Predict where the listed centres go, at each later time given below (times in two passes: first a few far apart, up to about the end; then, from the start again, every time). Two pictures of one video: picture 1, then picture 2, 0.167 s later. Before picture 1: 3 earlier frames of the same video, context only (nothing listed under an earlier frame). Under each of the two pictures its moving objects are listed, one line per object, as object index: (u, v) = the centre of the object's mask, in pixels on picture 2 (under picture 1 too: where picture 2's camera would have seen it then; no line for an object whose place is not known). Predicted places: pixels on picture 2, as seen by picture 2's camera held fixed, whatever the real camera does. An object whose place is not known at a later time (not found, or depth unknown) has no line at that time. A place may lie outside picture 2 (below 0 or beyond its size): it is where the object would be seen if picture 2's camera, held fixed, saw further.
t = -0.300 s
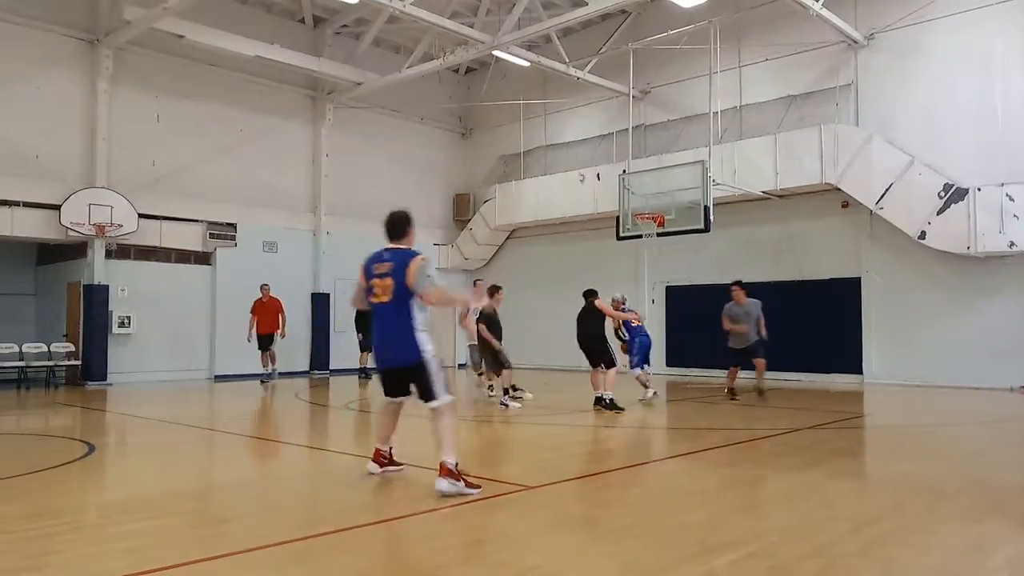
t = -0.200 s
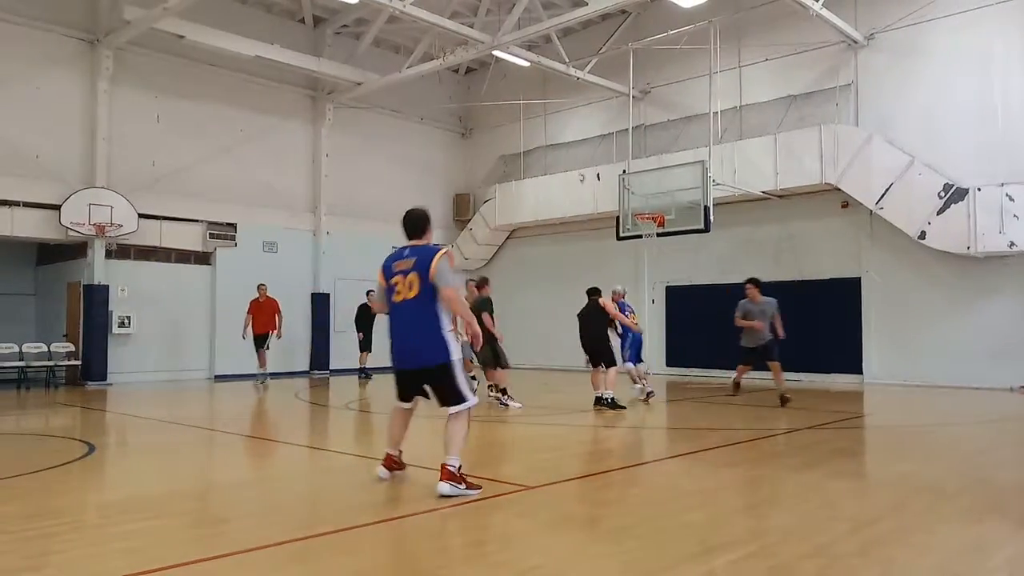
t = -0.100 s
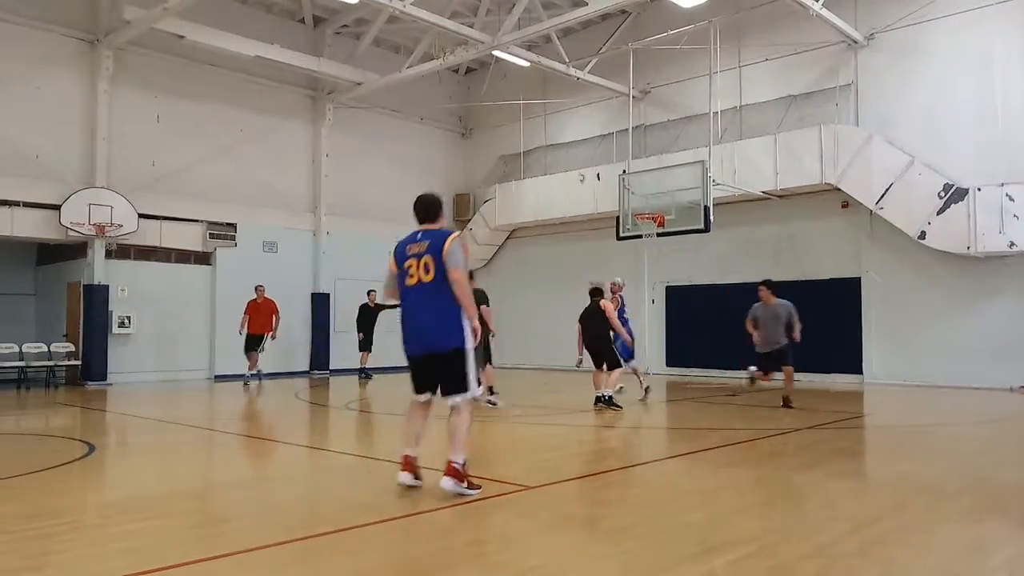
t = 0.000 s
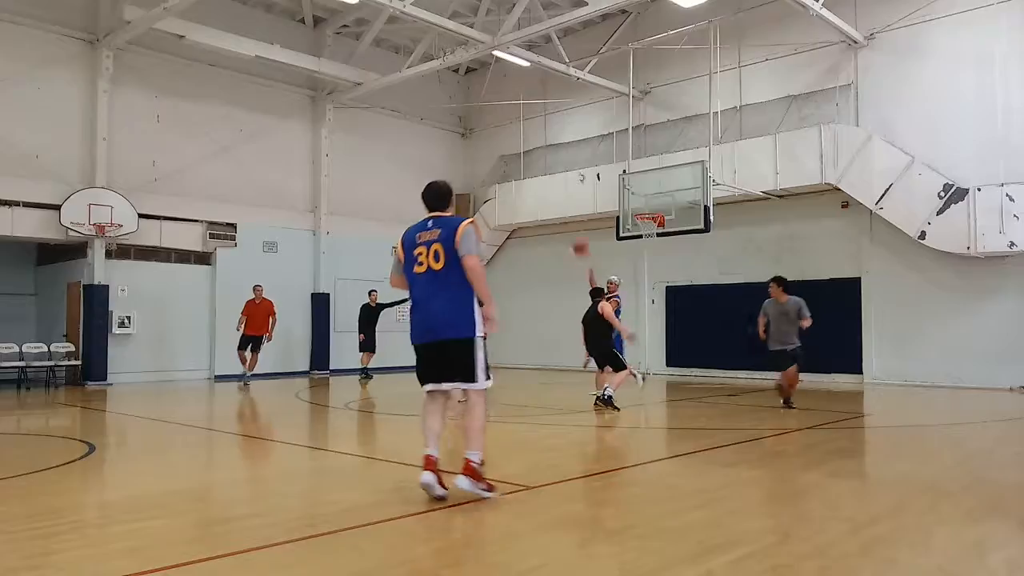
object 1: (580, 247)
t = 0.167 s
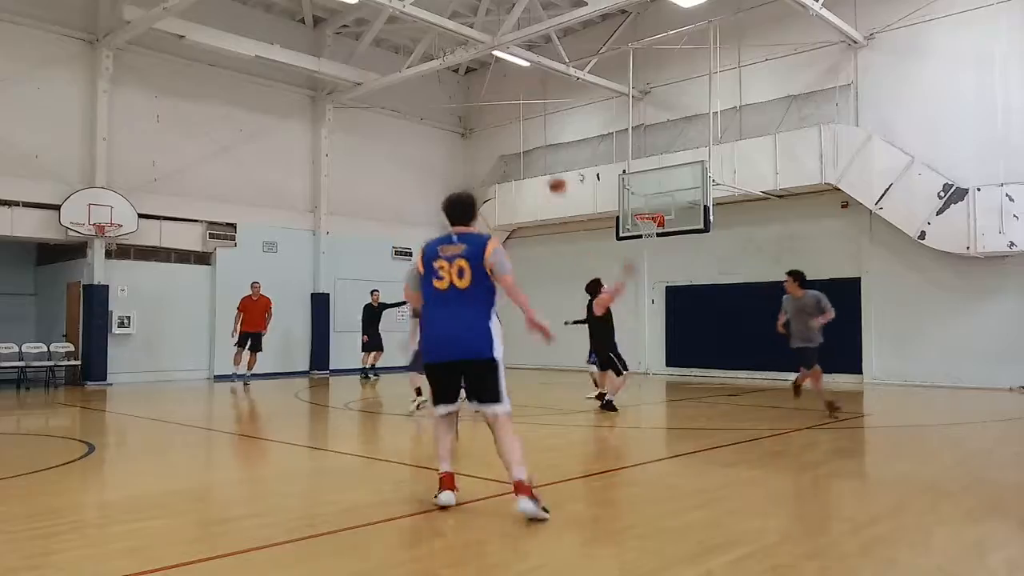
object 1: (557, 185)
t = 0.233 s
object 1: (546, 161)
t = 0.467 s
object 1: (493, 86)
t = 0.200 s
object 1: (552, 172)
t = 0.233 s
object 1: (546, 161)
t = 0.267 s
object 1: (540, 150)
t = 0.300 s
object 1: (533, 138)
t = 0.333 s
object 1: (526, 127)
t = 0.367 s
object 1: (519, 118)
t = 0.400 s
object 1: (511, 107)
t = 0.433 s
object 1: (502, 97)
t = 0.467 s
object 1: (493, 86)
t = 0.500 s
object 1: (484, 75)
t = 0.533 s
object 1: (473, 67)
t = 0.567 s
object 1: (466, 60)
